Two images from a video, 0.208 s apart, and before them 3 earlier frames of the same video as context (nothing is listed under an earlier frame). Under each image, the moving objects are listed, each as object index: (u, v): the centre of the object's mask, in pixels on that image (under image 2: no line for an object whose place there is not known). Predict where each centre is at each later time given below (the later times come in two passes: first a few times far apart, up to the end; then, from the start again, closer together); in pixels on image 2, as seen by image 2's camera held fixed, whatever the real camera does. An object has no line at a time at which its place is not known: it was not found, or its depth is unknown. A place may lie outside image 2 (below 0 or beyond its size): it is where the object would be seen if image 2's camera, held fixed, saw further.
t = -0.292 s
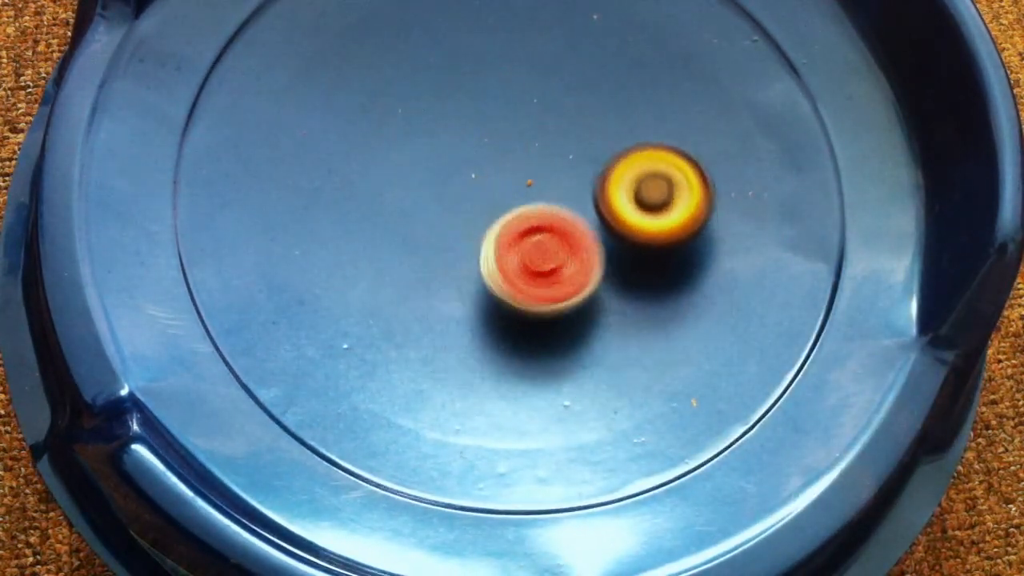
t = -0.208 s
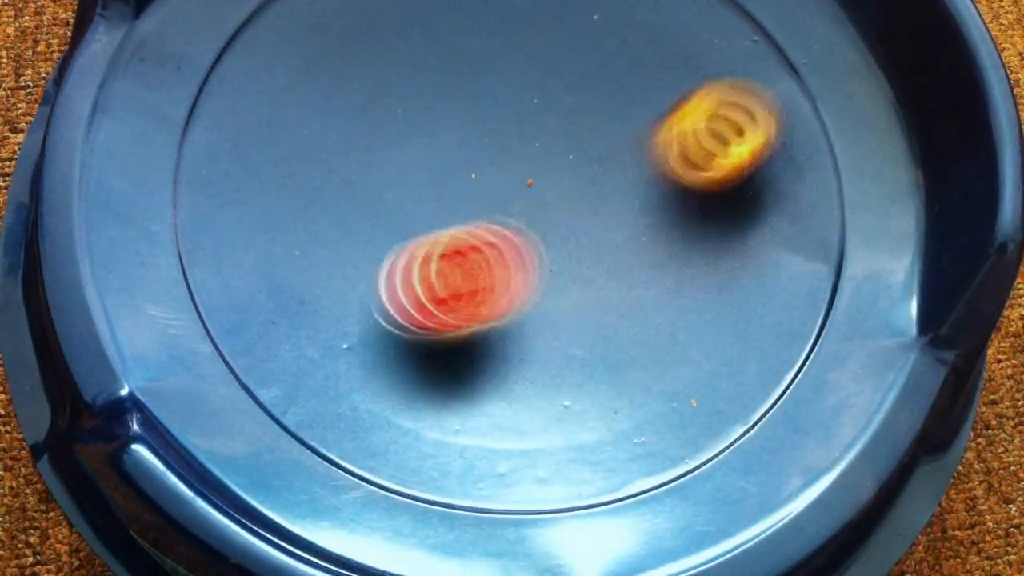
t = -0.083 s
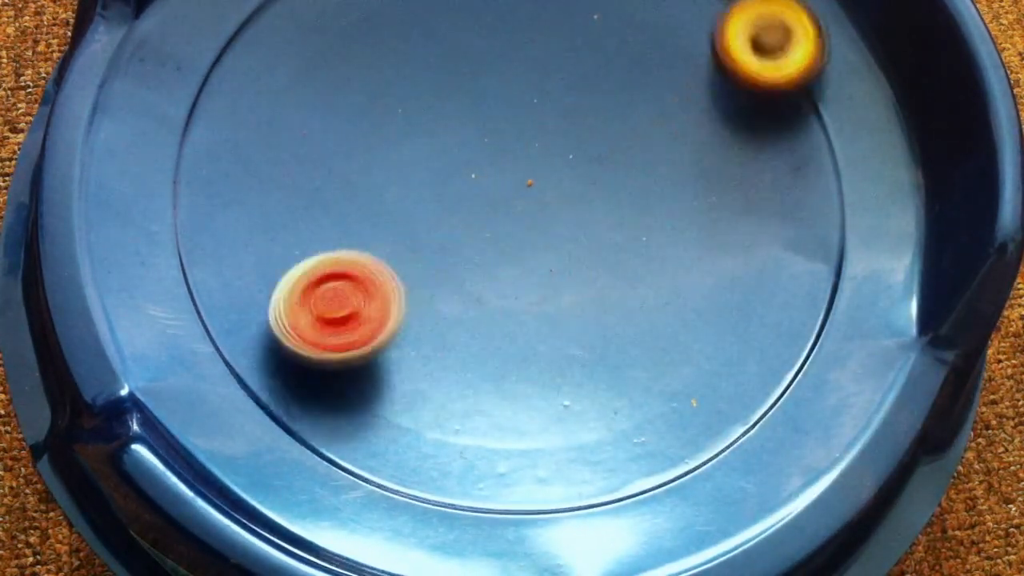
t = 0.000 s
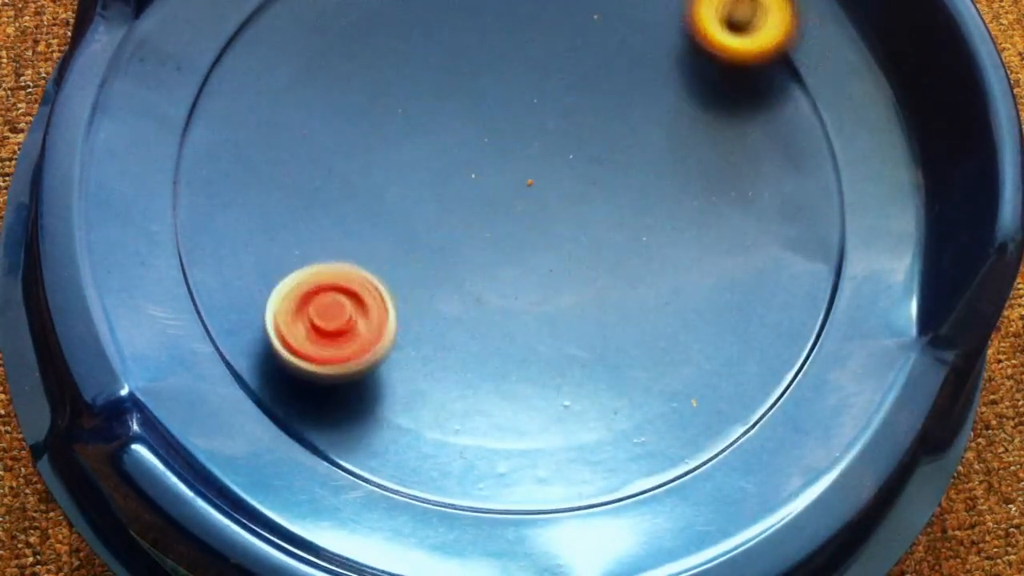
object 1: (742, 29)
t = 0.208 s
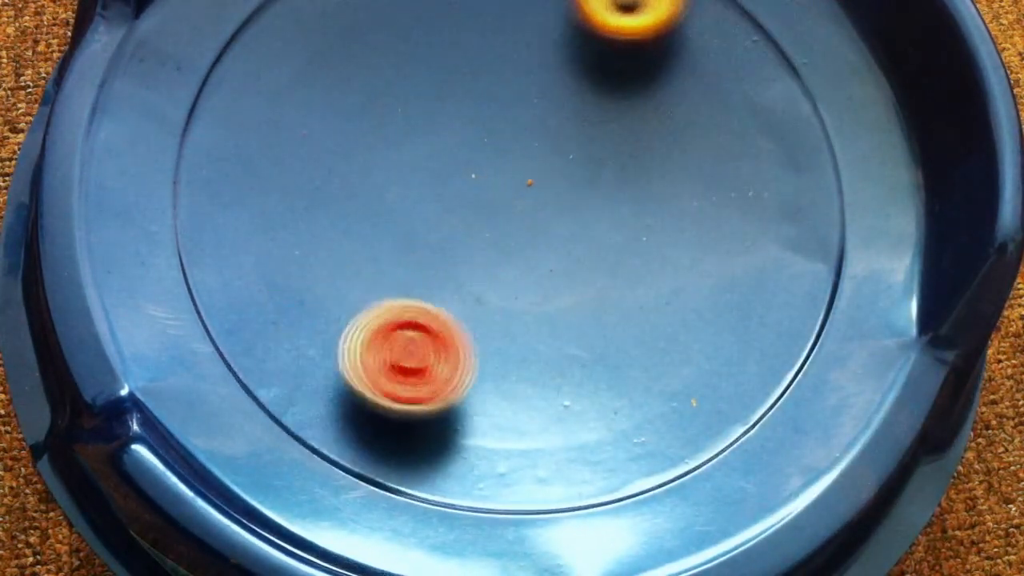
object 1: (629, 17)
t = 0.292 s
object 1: (575, 22)
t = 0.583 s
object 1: (421, 117)
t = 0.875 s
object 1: (397, 257)
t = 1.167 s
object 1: (468, 321)
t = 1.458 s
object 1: (541, 267)
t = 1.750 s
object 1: (649, 274)
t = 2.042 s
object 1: (647, 160)
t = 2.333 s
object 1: (742, 70)
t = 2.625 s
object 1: (637, 39)
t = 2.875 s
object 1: (523, 94)
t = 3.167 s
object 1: (451, 207)
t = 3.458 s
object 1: (445, 284)
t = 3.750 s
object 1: (478, 279)
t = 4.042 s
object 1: (683, 390)
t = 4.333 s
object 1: (785, 228)
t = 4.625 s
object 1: (681, 81)
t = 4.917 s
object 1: (515, 36)
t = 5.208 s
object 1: (400, 86)
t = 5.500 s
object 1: (386, 173)
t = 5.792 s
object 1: (446, 236)
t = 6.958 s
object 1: (532, 213)
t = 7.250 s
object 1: (618, 237)
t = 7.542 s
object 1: (761, 285)
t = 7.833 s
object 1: (697, 225)
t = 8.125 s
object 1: (559, 163)
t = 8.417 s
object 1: (443, 42)
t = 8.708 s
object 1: (390, 36)
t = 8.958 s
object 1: (411, 77)
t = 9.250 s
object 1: (478, 153)
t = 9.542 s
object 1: (485, 196)
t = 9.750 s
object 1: (499, 237)
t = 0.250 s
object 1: (603, 19)
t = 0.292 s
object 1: (575, 22)
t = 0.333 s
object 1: (548, 27)
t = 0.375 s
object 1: (523, 32)
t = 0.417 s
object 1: (499, 41)
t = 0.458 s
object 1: (477, 55)
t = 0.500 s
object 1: (455, 74)
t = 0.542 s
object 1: (436, 95)
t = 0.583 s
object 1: (421, 117)
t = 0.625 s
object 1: (410, 139)
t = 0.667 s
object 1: (401, 161)
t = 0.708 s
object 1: (396, 183)
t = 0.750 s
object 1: (393, 204)
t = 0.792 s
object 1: (391, 223)
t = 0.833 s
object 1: (393, 240)
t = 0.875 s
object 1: (397, 257)
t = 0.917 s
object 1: (402, 272)
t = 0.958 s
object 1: (409, 287)
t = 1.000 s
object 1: (419, 299)
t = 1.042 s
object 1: (429, 309)
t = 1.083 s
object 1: (441, 316)
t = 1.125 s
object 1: (454, 320)
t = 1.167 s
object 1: (468, 321)
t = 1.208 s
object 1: (481, 319)
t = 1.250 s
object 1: (494, 316)
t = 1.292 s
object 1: (506, 311)
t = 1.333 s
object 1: (516, 303)
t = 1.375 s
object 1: (526, 292)
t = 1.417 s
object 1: (534, 280)
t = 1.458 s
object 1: (541, 267)
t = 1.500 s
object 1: (545, 253)
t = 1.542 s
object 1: (552, 243)
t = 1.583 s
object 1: (582, 268)
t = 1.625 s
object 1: (610, 290)
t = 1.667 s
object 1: (629, 296)
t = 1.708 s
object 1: (641, 289)
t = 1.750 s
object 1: (649, 274)
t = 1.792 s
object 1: (656, 257)
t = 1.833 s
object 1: (660, 240)
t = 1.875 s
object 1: (662, 223)
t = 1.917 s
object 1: (662, 207)
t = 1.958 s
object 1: (659, 191)
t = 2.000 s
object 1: (654, 175)
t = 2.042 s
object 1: (647, 160)
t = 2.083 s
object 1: (639, 147)
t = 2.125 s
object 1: (661, 132)
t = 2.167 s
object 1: (710, 119)
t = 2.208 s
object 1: (740, 108)
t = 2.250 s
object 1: (750, 97)
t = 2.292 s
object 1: (748, 83)
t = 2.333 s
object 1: (742, 70)
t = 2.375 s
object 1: (734, 59)
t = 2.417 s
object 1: (723, 50)
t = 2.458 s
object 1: (710, 44)
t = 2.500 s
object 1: (693, 41)
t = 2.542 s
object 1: (676, 39)
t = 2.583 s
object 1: (657, 38)
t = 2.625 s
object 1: (637, 39)
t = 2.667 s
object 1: (617, 43)
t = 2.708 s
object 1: (596, 49)
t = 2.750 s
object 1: (576, 57)
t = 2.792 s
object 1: (557, 69)
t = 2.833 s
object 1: (540, 81)
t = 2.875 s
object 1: (523, 94)
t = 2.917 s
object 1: (509, 109)
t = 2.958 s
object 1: (496, 124)
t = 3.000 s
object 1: (484, 141)
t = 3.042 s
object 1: (474, 158)
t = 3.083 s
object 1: (465, 174)
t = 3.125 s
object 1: (457, 191)
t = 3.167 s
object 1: (451, 207)
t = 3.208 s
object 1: (447, 223)
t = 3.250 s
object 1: (444, 237)
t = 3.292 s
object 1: (442, 250)
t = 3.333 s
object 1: (441, 261)
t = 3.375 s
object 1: (441, 270)
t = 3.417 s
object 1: (442, 278)
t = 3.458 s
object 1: (445, 284)
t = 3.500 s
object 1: (449, 288)
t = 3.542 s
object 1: (453, 291)
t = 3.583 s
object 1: (458, 290)
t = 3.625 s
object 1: (463, 289)
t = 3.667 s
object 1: (469, 287)
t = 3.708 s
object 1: (474, 283)
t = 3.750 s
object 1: (478, 279)
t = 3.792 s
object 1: (482, 274)
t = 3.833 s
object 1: (487, 265)
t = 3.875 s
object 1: (491, 257)
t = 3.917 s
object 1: (503, 258)
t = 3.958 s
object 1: (560, 310)
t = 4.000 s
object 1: (627, 361)
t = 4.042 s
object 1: (683, 390)
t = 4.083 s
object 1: (728, 399)
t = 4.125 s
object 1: (763, 390)
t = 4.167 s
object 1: (781, 364)
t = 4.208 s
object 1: (789, 329)
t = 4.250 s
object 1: (793, 294)
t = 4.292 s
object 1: (791, 259)
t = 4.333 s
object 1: (785, 228)
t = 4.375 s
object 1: (776, 200)
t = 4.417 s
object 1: (764, 174)
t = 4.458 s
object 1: (751, 152)
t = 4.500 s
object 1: (736, 131)
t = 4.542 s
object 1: (719, 112)
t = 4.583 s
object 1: (701, 95)
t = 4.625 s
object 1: (681, 81)
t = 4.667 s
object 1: (660, 67)
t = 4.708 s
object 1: (636, 55)
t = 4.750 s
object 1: (612, 47)
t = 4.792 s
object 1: (587, 42)
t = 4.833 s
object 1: (562, 38)
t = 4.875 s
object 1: (538, 37)
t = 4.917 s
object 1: (515, 36)
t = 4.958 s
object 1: (494, 39)
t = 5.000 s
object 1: (474, 41)
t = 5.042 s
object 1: (455, 46)
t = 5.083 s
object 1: (438, 54)
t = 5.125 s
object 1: (423, 64)
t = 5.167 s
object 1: (410, 74)
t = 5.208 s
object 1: (400, 86)
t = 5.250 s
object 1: (392, 99)
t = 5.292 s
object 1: (386, 111)
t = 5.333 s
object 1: (381, 125)
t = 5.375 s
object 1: (380, 137)
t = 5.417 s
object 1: (380, 149)
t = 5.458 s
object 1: (383, 161)
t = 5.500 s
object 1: (386, 173)
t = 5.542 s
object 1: (392, 184)
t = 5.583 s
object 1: (398, 194)
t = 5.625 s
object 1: (405, 203)
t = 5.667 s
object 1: (414, 212)
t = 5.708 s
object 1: (423, 221)
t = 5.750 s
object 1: (433, 229)
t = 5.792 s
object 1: (446, 236)
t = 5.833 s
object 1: (458, 243)
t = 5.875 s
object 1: (423, 265)
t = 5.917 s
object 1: (315, 309)
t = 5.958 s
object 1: (221, 347)
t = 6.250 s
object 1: (426, 197)
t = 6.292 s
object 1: (426, 219)
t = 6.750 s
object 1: (489, 248)
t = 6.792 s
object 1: (498, 243)
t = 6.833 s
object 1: (508, 235)
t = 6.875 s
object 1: (517, 228)
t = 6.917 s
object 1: (525, 220)
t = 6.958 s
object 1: (532, 213)
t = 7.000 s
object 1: (543, 220)
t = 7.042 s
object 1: (556, 232)
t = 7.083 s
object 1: (566, 235)
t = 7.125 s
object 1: (574, 233)
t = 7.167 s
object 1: (583, 228)
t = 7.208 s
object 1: (591, 223)
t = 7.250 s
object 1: (618, 237)
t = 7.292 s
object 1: (667, 277)
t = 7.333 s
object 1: (704, 302)
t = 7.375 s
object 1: (726, 310)
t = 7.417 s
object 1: (741, 308)
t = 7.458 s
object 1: (752, 302)
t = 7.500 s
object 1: (758, 294)
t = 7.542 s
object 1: (761, 285)
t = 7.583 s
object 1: (760, 277)
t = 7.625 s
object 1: (754, 268)
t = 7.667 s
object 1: (746, 259)
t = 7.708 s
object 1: (736, 250)
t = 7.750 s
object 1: (724, 241)
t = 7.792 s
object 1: (711, 233)
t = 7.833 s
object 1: (697, 225)
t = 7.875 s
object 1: (682, 217)
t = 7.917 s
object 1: (664, 208)
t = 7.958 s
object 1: (646, 200)
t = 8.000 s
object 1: (626, 193)
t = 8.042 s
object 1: (604, 184)
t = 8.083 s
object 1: (584, 174)
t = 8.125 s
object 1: (559, 163)
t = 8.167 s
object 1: (535, 151)
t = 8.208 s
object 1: (513, 143)
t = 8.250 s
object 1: (502, 118)
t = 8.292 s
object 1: (494, 92)
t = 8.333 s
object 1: (480, 71)
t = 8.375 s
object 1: (461, 53)
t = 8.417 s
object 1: (443, 42)
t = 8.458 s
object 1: (429, 37)
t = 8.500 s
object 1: (417, 33)
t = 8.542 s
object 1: (408, 33)
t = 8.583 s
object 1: (401, 31)
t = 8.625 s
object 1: (395, 32)
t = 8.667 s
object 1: (392, 34)
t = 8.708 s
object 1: (390, 36)
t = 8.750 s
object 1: (389, 39)
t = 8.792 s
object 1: (390, 44)
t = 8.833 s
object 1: (393, 48)
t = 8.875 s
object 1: (398, 56)
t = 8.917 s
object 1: (404, 66)
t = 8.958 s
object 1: (411, 77)
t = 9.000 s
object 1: (422, 89)
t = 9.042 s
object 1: (432, 102)
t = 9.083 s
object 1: (444, 116)
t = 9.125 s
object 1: (457, 130)
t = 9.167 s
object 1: (470, 144)
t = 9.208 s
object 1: (472, 147)
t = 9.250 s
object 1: (478, 153)
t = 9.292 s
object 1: (475, 155)
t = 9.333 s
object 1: (470, 151)
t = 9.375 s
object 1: (470, 155)
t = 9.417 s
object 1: (475, 164)
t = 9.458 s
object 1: (478, 175)
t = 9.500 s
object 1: (481, 187)
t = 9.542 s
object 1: (485, 196)
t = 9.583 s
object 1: (487, 207)
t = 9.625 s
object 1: (491, 215)
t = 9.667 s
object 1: (494, 223)
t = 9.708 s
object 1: (496, 231)
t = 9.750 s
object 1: (499, 237)
